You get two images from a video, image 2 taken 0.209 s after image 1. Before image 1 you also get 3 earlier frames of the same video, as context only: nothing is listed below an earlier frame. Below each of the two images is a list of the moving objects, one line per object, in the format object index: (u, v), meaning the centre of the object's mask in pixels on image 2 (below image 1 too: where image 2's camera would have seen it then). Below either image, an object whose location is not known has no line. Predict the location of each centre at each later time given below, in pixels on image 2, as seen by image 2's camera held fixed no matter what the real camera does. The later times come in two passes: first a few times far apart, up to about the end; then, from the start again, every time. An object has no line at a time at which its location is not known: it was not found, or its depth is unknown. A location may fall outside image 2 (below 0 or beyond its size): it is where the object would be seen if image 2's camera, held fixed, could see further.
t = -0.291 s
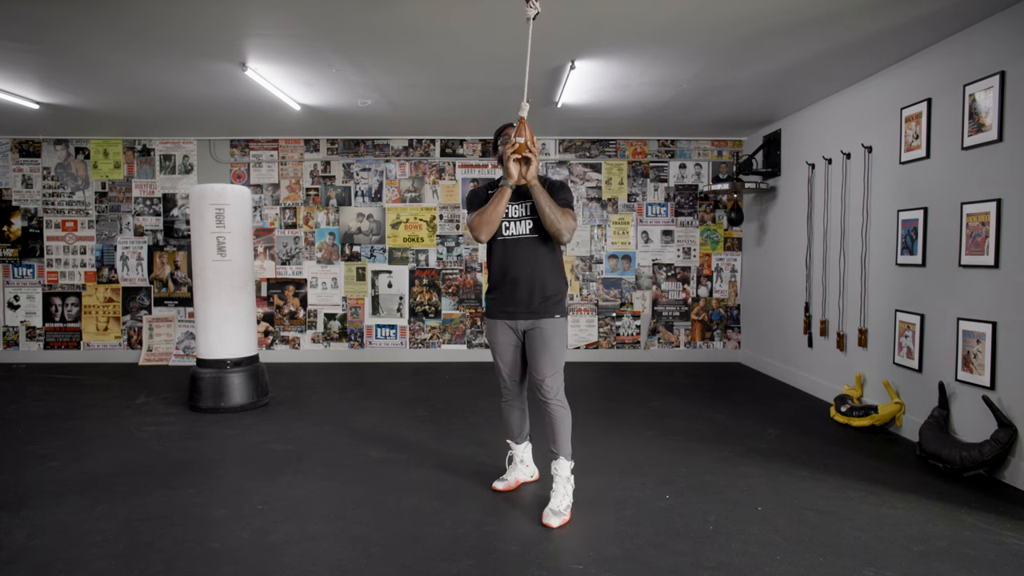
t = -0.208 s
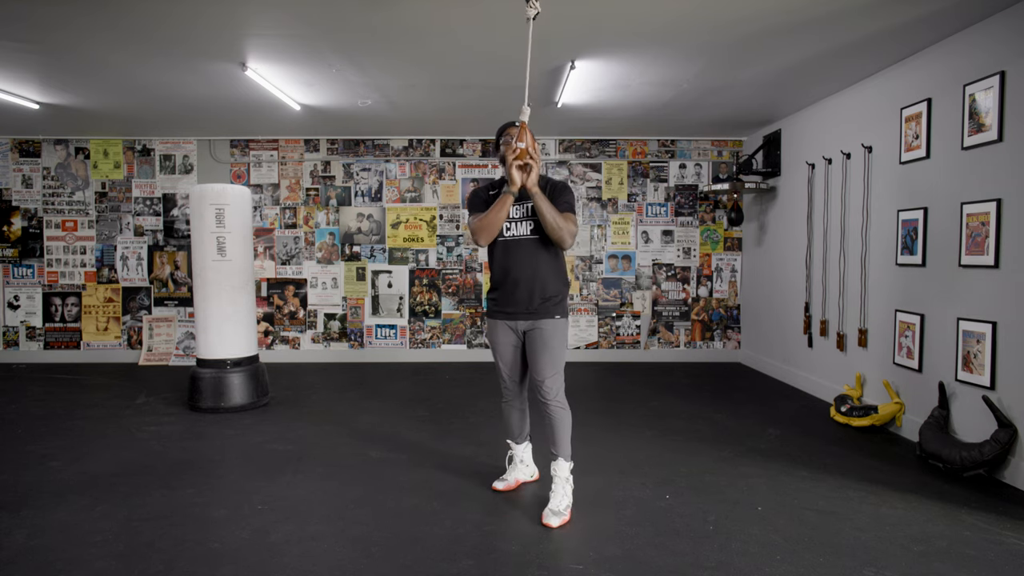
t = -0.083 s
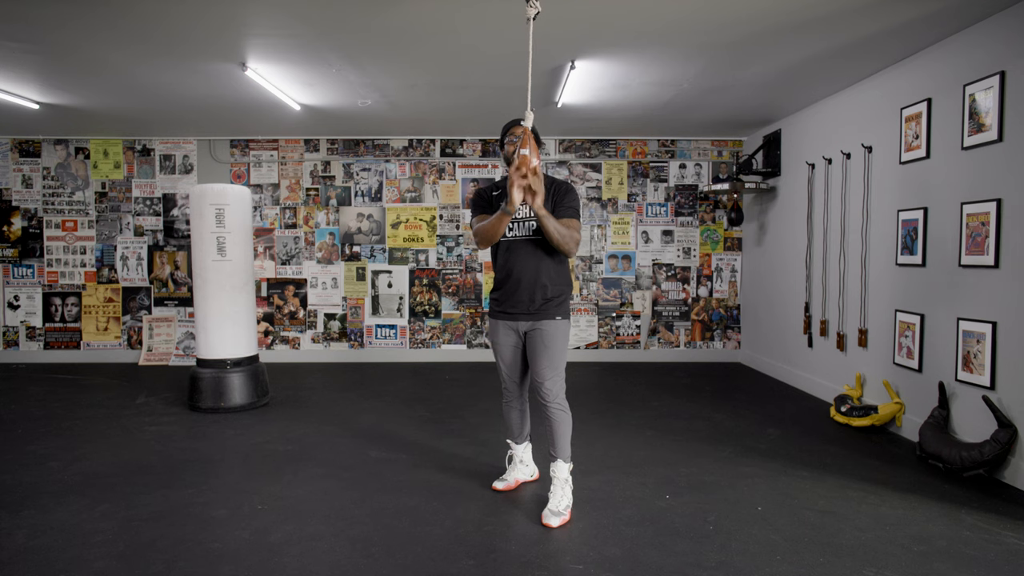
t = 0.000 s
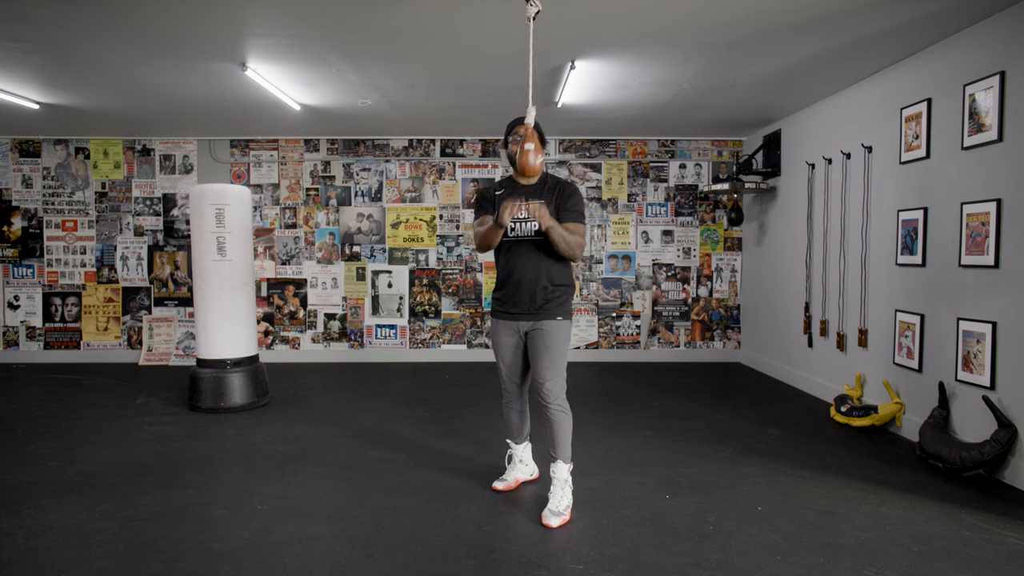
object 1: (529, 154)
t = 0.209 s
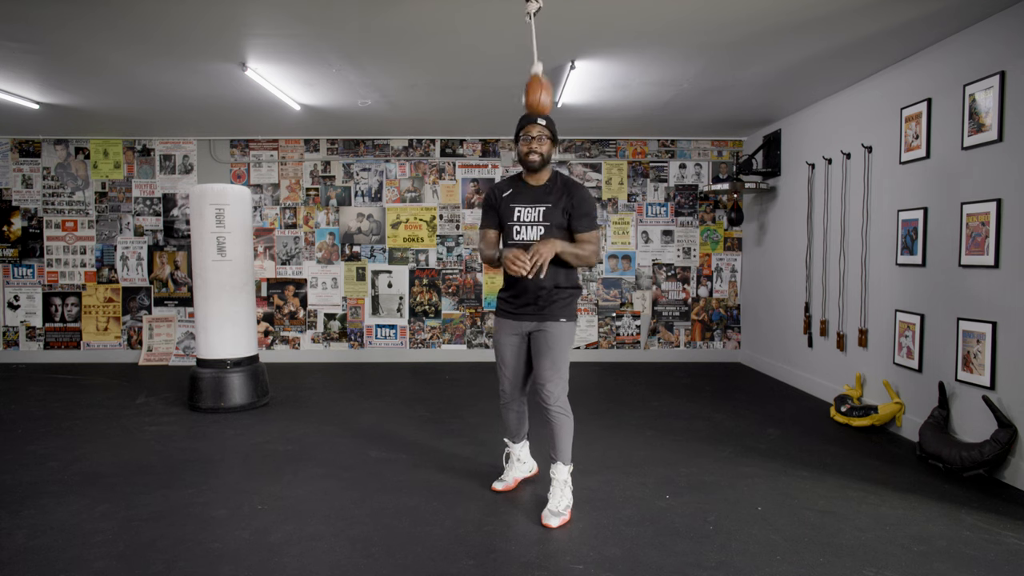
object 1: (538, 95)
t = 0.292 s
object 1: (540, 69)
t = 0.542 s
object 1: (542, 76)
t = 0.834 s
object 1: (530, 156)
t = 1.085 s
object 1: (523, 131)
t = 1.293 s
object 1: (523, 121)
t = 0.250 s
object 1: (539, 81)
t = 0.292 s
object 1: (540, 69)
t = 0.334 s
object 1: (541, 60)
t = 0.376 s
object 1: (542, 55)
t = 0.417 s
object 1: (542, 54)
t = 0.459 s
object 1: (542, 57)
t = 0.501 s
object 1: (542, 65)
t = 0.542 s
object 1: (542, 76)
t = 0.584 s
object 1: (541, 90)
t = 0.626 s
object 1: (540, 104)
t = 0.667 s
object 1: (538, 119)
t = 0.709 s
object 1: (537, 133)
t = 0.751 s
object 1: (534, 145)
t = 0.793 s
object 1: (532, 153)
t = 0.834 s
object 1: (530, 156)
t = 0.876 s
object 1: (529, 157)
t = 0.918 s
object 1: (527, 154)
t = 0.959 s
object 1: (526, 150)
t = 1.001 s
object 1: (525, 144)
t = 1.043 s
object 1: (524, 137)
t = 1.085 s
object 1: (523, 131)
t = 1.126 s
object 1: (523, 126)
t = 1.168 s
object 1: (523, 122)
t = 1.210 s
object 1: (522, 120)
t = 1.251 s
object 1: (522, 120)
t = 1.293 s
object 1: (523, 121)
